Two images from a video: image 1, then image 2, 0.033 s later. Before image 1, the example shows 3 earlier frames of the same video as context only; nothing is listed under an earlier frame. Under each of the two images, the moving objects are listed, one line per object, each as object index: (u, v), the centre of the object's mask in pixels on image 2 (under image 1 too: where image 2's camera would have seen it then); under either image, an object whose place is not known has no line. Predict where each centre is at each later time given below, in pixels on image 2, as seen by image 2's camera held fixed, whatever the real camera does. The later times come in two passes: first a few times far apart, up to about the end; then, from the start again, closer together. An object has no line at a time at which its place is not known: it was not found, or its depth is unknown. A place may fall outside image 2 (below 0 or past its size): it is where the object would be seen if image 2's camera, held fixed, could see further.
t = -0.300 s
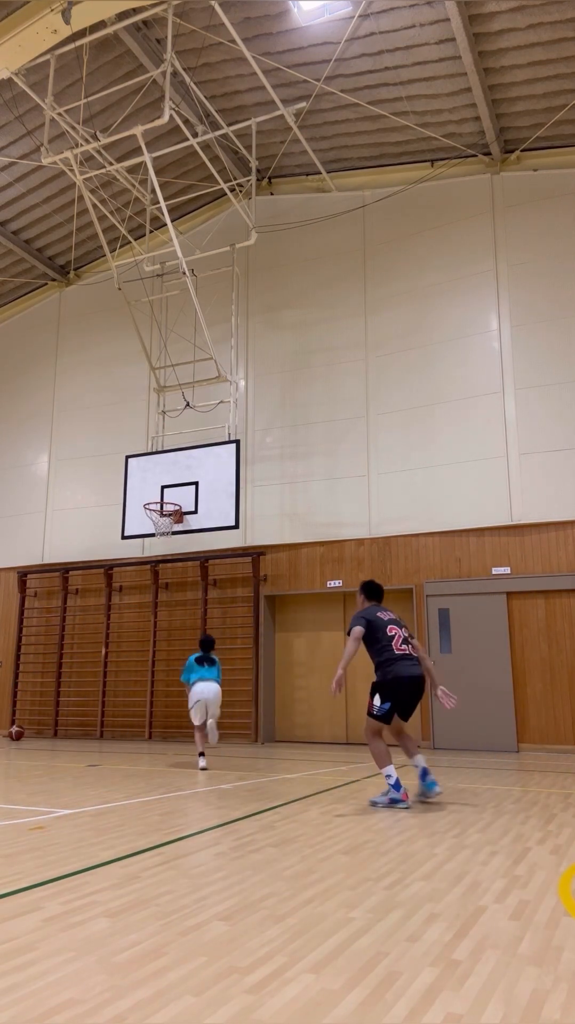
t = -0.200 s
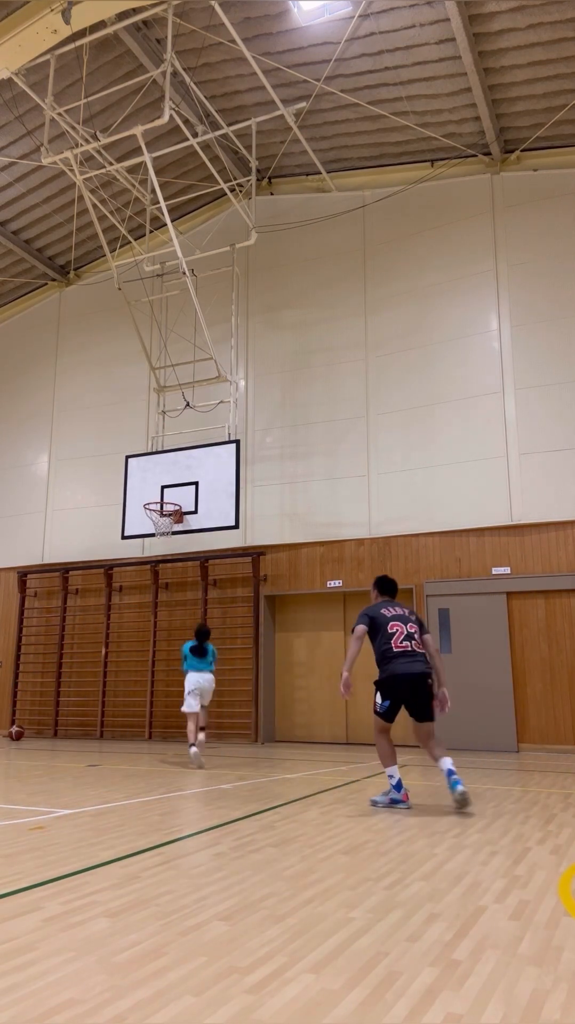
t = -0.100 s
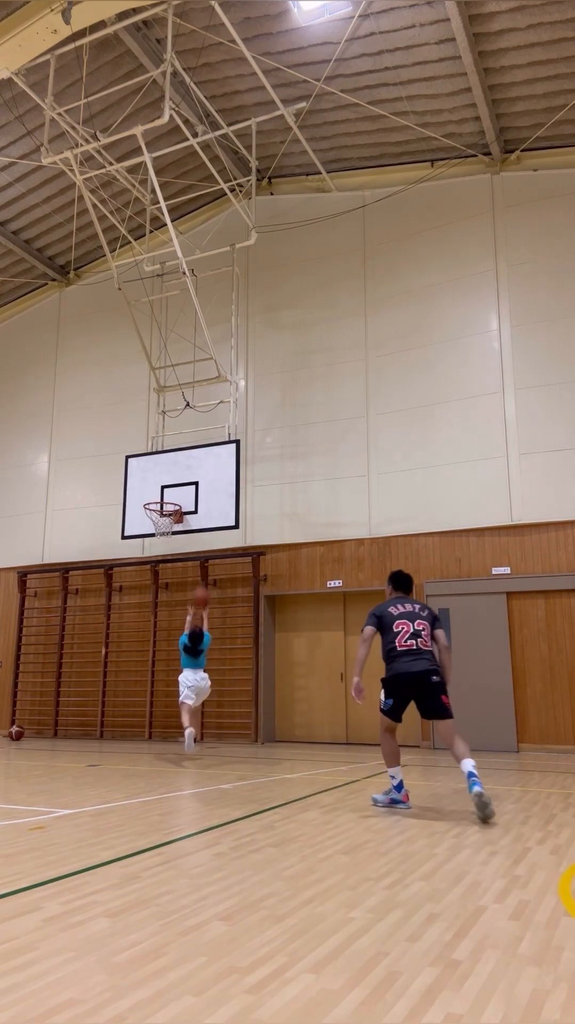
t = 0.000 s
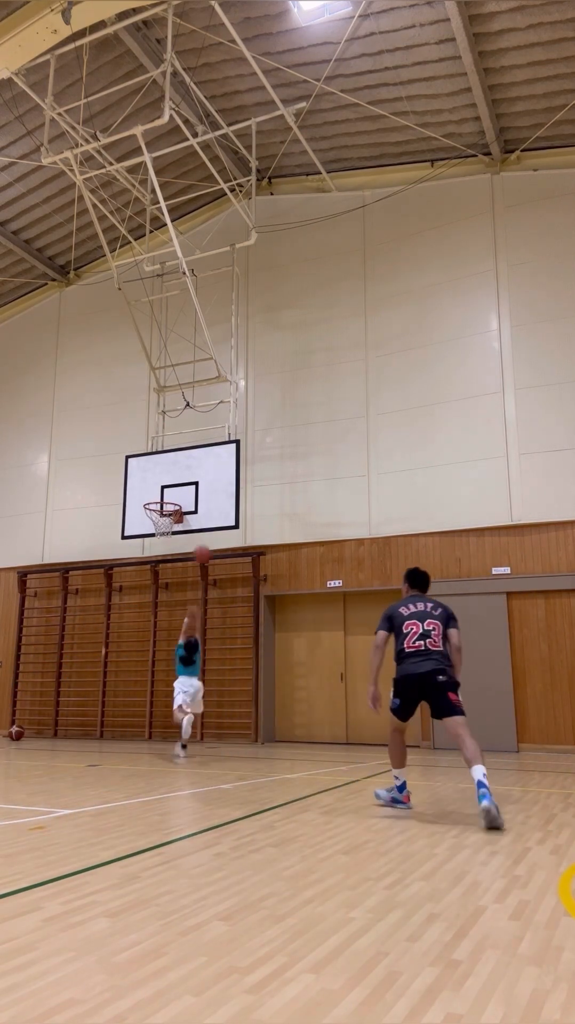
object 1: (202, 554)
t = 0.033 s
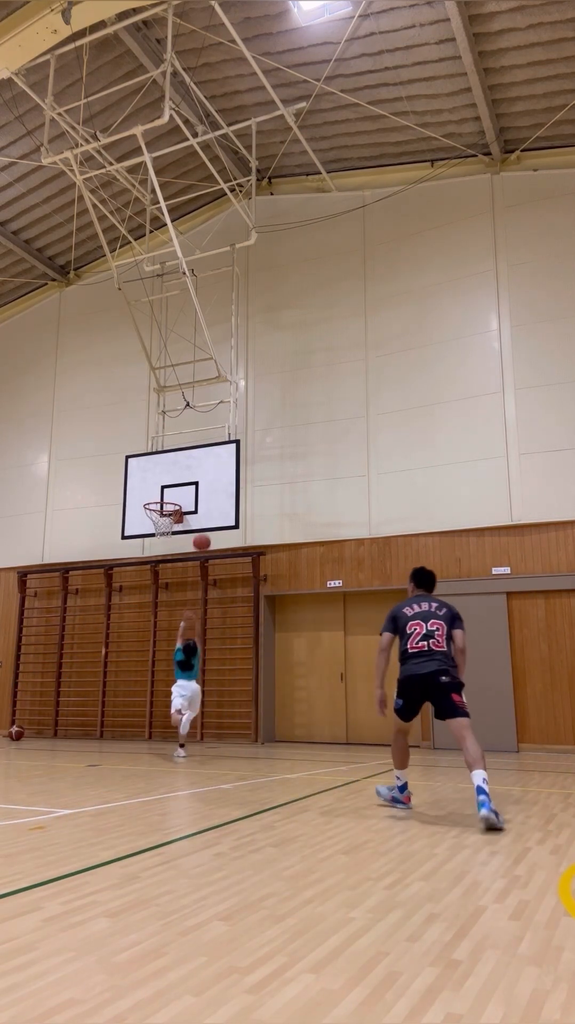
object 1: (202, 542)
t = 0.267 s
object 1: (201, 487)
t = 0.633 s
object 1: (172, 486)
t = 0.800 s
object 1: (163, 496)
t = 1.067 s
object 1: (165, 496)
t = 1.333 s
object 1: (159, 511)
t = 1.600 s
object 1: (160, 527)
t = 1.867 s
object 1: (172, 571)
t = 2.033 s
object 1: (179, 631)
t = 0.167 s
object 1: (202, 505)
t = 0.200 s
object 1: (202, 498)
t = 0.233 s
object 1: (202, 492)
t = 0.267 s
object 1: (201, 487)
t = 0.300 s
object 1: (199, 483)
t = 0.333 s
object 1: (196, 479)
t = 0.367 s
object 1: (194, 477)
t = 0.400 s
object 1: (191, 475)
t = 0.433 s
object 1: (188, 474)
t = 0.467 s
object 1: (186, 474)
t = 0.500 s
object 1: (183, 475)
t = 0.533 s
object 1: (180, 476)
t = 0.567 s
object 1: (178, 479)
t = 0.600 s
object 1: (175, 482)
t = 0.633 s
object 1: (172, 486)
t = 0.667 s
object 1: (170, 491)
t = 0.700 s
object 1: (167, 495)
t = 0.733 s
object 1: (166, 495)
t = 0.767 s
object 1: (164, 495)
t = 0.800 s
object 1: (163, 496)
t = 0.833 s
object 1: (161, 498)
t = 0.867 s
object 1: (160, 500)
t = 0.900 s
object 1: (159, 504)
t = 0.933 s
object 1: (159, 502)
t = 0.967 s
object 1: (161, 499)
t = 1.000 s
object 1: (162, 498)
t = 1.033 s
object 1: (163, 496)
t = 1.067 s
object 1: (165, 496)
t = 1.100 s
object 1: (166, 496)
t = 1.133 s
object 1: (167, 498)
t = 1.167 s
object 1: (168, 501)
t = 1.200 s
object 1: (167, 502)
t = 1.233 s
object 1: (165, 503)
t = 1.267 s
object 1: (163, 505)
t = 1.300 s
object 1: (161, 507)
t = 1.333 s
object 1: (159, 511)
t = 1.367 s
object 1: (156, 515)
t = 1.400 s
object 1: (155, 517)
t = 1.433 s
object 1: (154, 519)
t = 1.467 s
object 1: (155, 519)
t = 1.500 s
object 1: (156, 520)
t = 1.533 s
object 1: (157, 522)
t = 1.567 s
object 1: (158, 525)
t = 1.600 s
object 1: (160, 527)
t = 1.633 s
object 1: (161, 529)
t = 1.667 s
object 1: (163, 533)
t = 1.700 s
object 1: (164, 538)
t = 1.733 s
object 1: (166, 543)
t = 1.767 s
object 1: (168, 549)
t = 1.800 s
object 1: (169, 555)
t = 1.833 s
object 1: (171, 564)
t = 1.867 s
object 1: (172, 571)
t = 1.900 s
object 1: (172, 582)
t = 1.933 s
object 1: (174, 593)
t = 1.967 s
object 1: (176, 605)
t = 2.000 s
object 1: (177, 617)
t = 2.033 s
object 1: (179, 631)
